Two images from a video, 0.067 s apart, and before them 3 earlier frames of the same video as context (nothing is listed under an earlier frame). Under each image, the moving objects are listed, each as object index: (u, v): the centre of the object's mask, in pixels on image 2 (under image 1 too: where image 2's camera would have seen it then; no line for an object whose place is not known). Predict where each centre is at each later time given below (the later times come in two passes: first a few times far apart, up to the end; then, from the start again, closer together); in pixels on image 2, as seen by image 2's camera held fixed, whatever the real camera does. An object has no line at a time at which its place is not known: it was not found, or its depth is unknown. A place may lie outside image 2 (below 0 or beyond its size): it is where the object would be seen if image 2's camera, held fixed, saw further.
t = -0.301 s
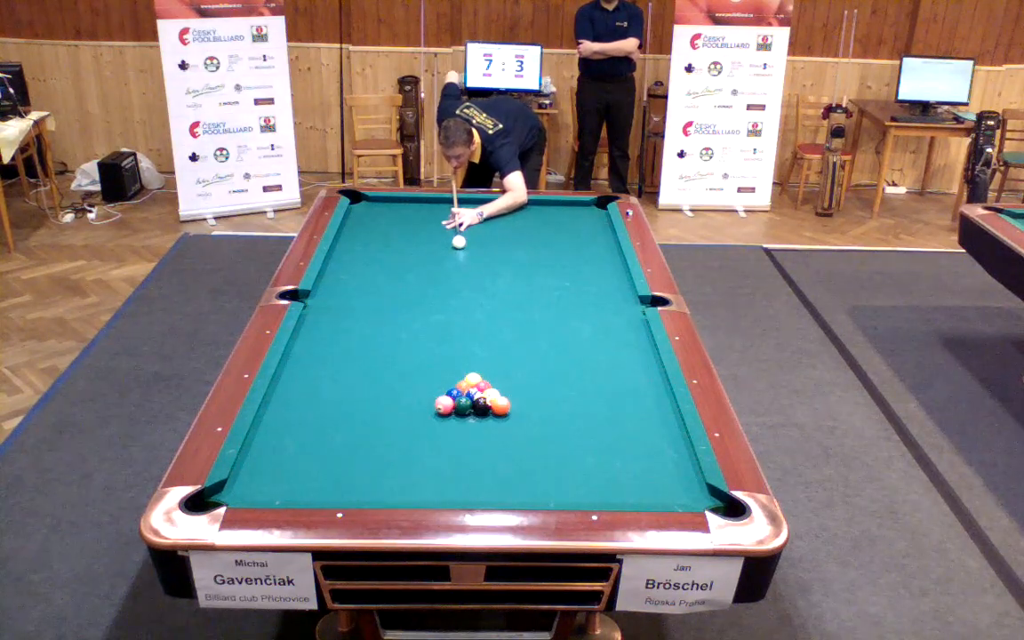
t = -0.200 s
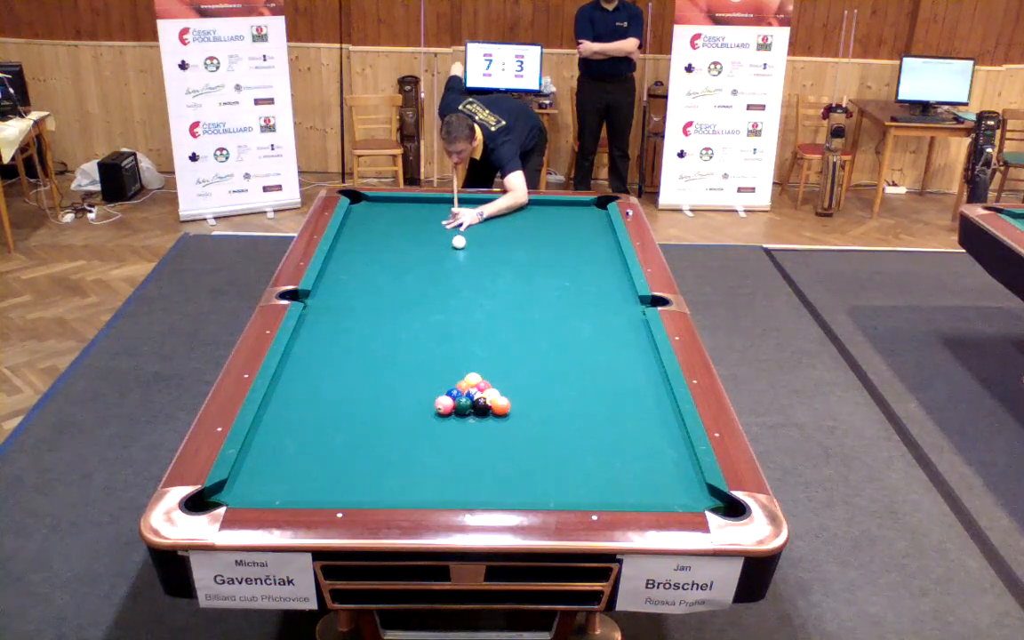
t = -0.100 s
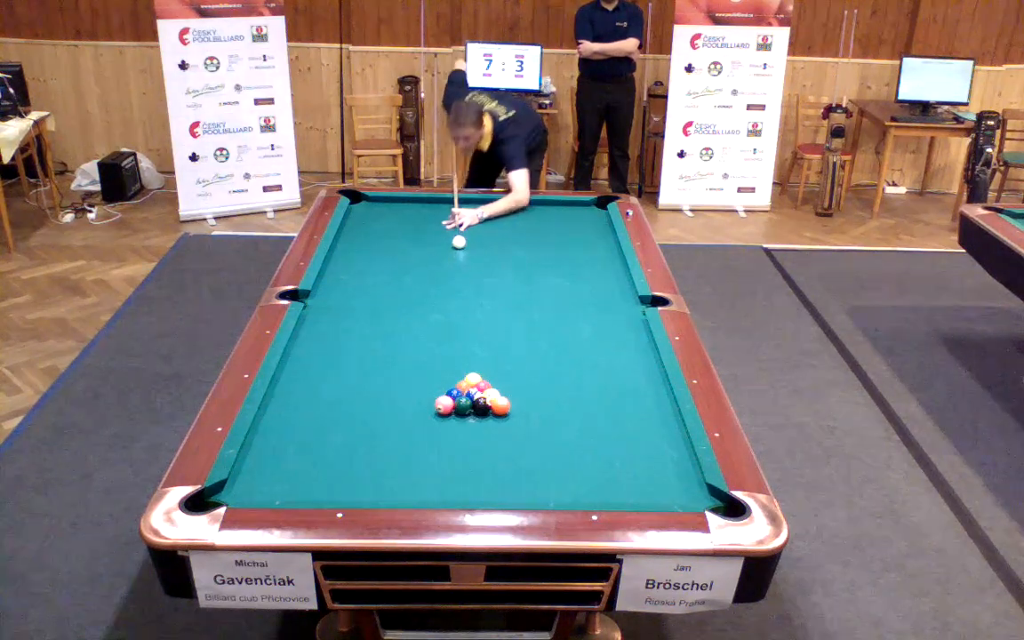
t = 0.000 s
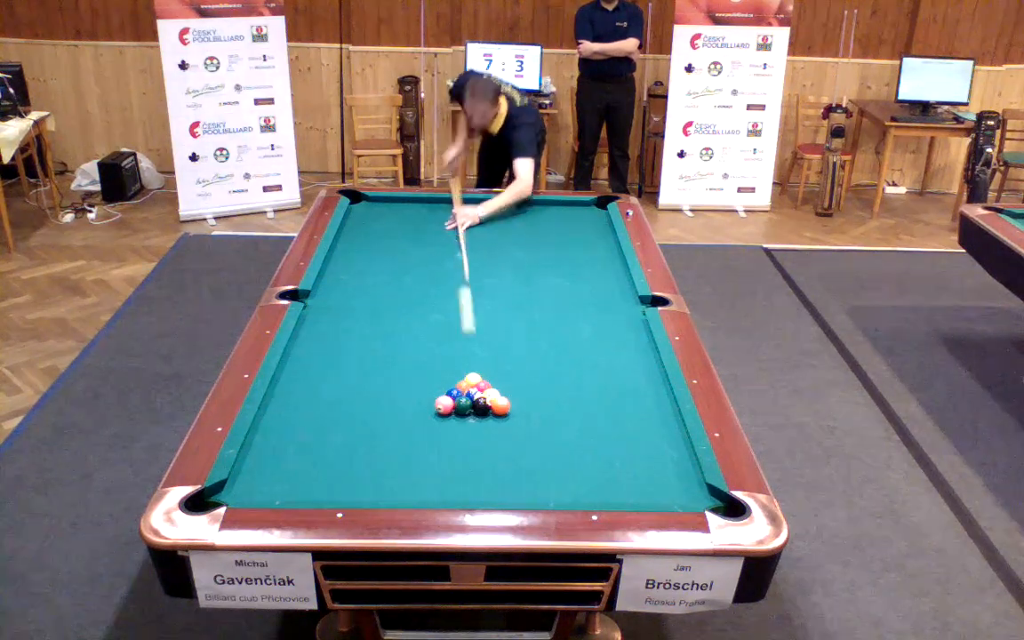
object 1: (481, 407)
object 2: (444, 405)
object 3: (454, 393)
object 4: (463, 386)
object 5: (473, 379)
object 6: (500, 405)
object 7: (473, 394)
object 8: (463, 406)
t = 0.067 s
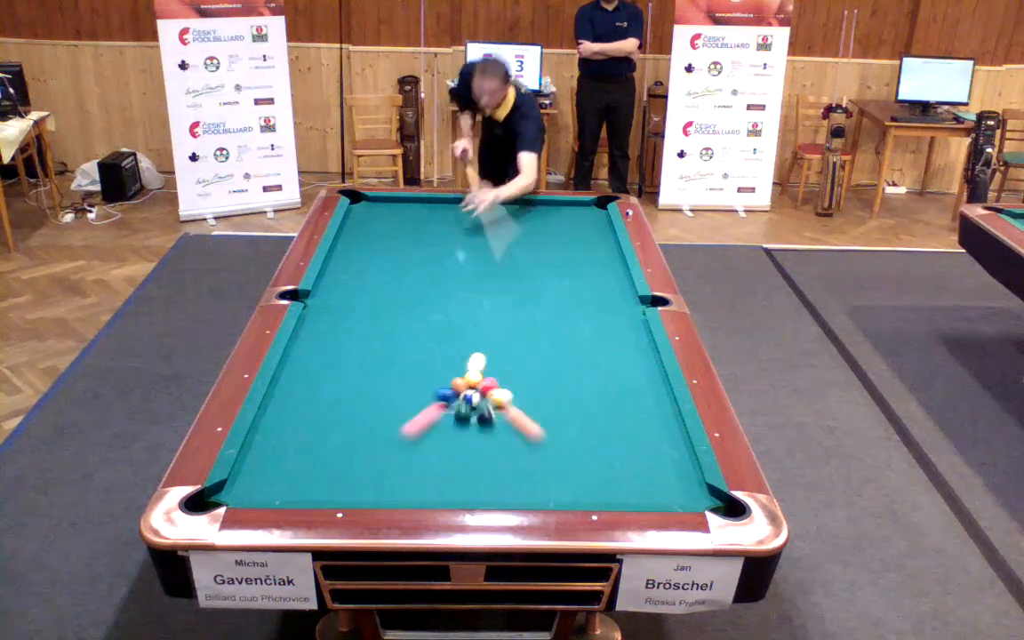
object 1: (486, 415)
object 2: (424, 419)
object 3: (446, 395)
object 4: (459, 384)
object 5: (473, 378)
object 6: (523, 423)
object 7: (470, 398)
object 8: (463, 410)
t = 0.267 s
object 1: (514, 488)
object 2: (293, 429)
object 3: (377, 393)
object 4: (431, 366)
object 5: (477, 370)
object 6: (650, 432)
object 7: (447, 411)
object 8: (461, 477)
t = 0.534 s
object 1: (525, 421)
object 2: (339, 340)
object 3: (301, 389)
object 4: (401, 343)
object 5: (482, 360)
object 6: (602, 341)
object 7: (419, 425)
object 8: (458, 455)
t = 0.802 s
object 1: (533, 373)
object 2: (403, 287)
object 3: (310, 381)
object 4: (375, 323)
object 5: (485, 352)
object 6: (543, 289)
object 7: (390, 440)
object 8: (455, 416)
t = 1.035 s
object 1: (539, 338)
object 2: (448, 251)
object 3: (345, 373)
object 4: (354, 307)
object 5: (488, 346)
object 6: (493, 259)
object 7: (364, 454)
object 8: (453, 387)
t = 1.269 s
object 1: (544, 308)
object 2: (484, 221)
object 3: (377, 366)
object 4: (335, 292)
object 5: (491, 340)
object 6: (451, 235)
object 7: (339, 467)
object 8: (452, 361)
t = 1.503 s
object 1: (549, 282)
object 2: (519, 205)
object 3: (408, 359)
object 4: (325, 280)
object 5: (493, 335)
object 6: (414, 214)
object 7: (313, 480)
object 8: (451, 339)
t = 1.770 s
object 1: (554, 256)
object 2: (580, 224)
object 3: (440, 352)
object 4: (342, 270)
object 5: (496, 330)
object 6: (370, 202)
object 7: (285, 491)
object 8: (449, 316)
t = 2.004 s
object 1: (557, 237)
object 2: (598, 239)
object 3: (466, 346)
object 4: (355, 261)
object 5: (498, 326)
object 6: (376, 215)
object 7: (272, 488)
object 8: (448, 298)
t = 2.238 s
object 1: (560, 219)
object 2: (572, 255)
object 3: (491, 340)
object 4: (367, 254)
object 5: (500, 322)
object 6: (399, 228)
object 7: (260, 481)
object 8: (447, 282)
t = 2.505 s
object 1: (564, 205)
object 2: (540, 274)
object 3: (517, 335)
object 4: (380, 247)
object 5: (502, 319)
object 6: (428, 245)
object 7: (249, 475)
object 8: (447, 266)
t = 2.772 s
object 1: (568, 214)
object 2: (506, 295)
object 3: (541, 330)
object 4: (391, 240)
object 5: (504, 316)
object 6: (451, 247)
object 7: (244, 470)
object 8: (452, 266)
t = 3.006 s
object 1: (570, 223)
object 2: (473, 315)
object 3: (561, 325)
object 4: (401, 234)
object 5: (506, 314)
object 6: (466, 242)
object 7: (250, 467)
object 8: (462, 275)
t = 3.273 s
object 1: (574, 232)
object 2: (432, 339)
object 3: (583, 321)
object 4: (411, 228)
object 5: (508, 313)
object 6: (483, 236)
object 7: (256, 463)
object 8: (471, 282)
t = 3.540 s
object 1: (578, 242)
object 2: (386, 366)
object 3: (602, 317)
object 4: (420, 223)
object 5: (508, 312)
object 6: (497, 232)
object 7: (260, 461)
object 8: (481, 290)
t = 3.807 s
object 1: (581, 253)
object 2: (337, 397)
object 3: (621, 313)
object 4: (427, 218)
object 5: (509, 311)
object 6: (511, 227)
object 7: (264, 459)
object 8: (491, 299)
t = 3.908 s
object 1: (582, 256)
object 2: (317, 409)
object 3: (627, 311)
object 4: (430, 216)
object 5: (509, 311)
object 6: (516, 226)
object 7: (264, 459)
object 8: (495, 303)
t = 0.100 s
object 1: (490, 429)
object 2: (389, 446)
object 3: (431, 396)
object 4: (453, 383)
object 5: (474, 377)
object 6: (555, 449)
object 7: (465, 401)
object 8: (462, 421)
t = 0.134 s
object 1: (495, 445)
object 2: (350, 476)
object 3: (419, 396)
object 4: (448, 379)
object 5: (474, 375)
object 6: (592, 479)
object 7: (462, 404)
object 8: (462, 433)
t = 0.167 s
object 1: (500, 460)
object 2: (321, 485)
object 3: (408, 395)
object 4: (443, 376)
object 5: (475, 374)
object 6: (620, 486)
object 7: (458, 405)
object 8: (462, 444)
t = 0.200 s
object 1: (505, 476)
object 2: (311, 465)
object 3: (396, 395)
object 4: (439, 373)
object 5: (475, 372)
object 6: (631, 467)
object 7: (455, 406)
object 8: (461, 454)
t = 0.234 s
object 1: (511, 489)
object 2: (301, 447)
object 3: (387, 393)
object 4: (435, 370)
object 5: (476, 371)
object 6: (641, 448)
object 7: (450, 408)
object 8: (461, 463)
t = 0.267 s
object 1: (514, 488)
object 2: (293, 429)
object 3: (377, 393)
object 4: (431, 366)
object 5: (477, 370)
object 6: (650, 432)
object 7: (447, 411)
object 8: (461, 477)
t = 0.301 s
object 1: (516, 479)
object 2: (286, 414)
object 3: (368, 393)
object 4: (427, 363)
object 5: (477, 369)
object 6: (659, 417)
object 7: (443, 413)
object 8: (460, 486)
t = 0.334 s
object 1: (517, 470)
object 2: (278, 399)
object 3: (358, 393)
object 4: (423, 360)
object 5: (478, 367)
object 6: (666, 402)
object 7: (440, 414)
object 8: (460, 492)
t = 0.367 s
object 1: (519, 459)
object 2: (278, 387)
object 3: (348, 393)
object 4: (420, 358)
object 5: (479, 366)
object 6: (657, 390)
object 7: (436, 417)
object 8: (459, 487)
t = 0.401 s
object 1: (520, 451)
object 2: (292, 376)
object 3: (339, 391)
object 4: (416, 354)
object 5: (479, 365)
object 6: (644, 379)
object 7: (433, 418)
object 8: (459, 479)
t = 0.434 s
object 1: (521, 443)
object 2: (305, 366)
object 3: (329, 391)
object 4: (412, 352)
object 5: (480, 364)
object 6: (633, 369)
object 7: (430, 420)
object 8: (458, 471)
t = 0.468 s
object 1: (522, 436)
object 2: (317, 357)
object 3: (319, 391)
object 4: (408, 349)
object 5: (480, 362)
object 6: (622, 359)
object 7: (427, 422)
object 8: (459, 466)
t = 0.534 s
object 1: (525, 421)
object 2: (339, 340)
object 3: (301, 389)
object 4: (401, 343)
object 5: (482, 360)
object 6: (602, 341)
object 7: (419, 425)
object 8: (458, 455)
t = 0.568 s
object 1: (526, 415)
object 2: (348, 333)
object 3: (290, 389)
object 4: (398, 341)
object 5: (482, 359)
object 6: (593, 334)
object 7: (415, 427)
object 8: (458, 450)
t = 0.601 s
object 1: (527, 408)
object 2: (357, 325)
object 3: (282, 388)
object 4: (395, 338)
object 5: (482, 358)
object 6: (585, 326)
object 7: (411, 428)
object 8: (457, 446)
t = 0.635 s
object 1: (528, 403)
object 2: (365, 318)
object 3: (280, 388)
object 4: (391, 336)
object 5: (483, 357)
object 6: (577, 319)
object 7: (408, 431)
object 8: (457, 441)
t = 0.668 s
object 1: (529, 396)
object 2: (373, 312)
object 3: (287, 386)
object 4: (388, 333)
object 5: (483, 356)
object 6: (570, 312)
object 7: (404, 434)
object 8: (456, 435)
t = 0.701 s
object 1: (530, 390)
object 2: (381, 305)
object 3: (293, 385)
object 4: (384, 331)
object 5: (484, 355)
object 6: (563, 306)
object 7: (401, 436)
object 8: (457, 431)
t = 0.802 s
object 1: (533, 373)
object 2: (403, 287)
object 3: (310, 381)
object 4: (375, 323)
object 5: (485, 352)
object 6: (543, 289)
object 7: (390, 440)
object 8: (455, 416)
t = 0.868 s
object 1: (535, 363)
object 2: (417, 276)
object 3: (320, 378)
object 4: (369, 318)
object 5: (486, 350)
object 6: (527, 278)
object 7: (384, 444)
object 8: (455, 408)
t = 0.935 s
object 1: (537, 353)
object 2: (430, 266)
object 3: (330, 377)
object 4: (363, 314)
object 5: (487, 348)
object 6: (514, 271)
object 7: (376, 447)
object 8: (454, 400)
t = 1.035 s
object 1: (539, 338)
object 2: (448, 251)
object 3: (345, 373)
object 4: (354, 307)
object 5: (488, 346)
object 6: (493, 259)
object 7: (364, 454)
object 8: (453, 387)
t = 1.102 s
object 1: (541, 329)
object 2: (459, 242)
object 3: (355, 371)
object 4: (348, 303)
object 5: (489, 344)
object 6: (481, 252)
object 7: (358, 457)
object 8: (453, 380)
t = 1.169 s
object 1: (542, 320)
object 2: (469, 233)
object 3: (364, 369)
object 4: (343, 299)
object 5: (490, 342)
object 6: (469, 245)
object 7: (350, 461)
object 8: (452, 373)
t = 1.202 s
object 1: (543, 315)
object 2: (474, 229)
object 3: (369, 368)
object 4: (340, 297)
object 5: (490, 341)
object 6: (462, 242)
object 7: (347, 462)
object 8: (452, 369)
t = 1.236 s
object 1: (544, 312)
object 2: (479, 225)
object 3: (373, 367)
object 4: (337, 294)
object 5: (490, 340)
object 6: (457, 238)
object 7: (343, 464)
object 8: (452, 365)
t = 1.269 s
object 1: (544, 308)
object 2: (484, 221)
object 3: (377, 366)
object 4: (335, 292)
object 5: (491, 340)
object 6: (451, 235)
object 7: (339, 467)
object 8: (452, 361)
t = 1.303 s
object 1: (545, 303)
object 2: (488, 217)
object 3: (382, 365)
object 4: (333, 290)
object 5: (491, 339)
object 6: (446, 232)
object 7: (337, 468)
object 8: (451, 359)
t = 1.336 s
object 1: (546, 300)
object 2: (493, 213)
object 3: (386, 364)
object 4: (330, 289)
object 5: (492, 338)
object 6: (440, 229)
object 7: (333, 469)
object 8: (451, 355)
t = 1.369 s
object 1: (546, 296)
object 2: (498, 210)
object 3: (391, 363)
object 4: (328, 287)
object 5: (492, 337)
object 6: (435, 226)
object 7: (329, 471)
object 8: (451, 352)
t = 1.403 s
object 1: (547, 292)
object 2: (502, 206)
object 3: (395, 362)
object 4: (325, 284)
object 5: (492, 337)
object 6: (429, 223)
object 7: (325, 472)
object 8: (451, 349)
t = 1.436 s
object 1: (548, 288)
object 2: (505, 203)
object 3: (400, 361)
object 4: (323, 283)
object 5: (492, 336)
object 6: (424, 220)
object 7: (321, 474)
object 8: (450, 346)
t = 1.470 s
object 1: (548, 285)
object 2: (511, 202)
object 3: (404, 360)
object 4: (323, 281)
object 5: (493, 335)
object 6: (419, 217)
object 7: (317, 477)
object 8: (451, 342)
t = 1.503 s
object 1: (549, 282)
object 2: (519, 205)
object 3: (408, 359)
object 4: (325, 280)
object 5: (493, 335)
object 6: (414, 214)
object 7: (313, 480)
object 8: (451, 339)
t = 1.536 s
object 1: (549, 278)
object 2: (526, 207)
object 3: (412, 358)
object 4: (328, 278)
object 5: (494, 334)
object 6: (409, 211)
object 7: (310, 482)
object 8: (450, 336)
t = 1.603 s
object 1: (551, 271)
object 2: (541, 213)
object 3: (420, 357)
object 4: (332, 276)
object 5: (494, 332)
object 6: (400, 205)
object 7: (303, 485)
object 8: (449, 330)
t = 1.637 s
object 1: (551, 268)
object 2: (549, 215)
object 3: (424, 355)
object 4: (334, 274)
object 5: (495, 332)
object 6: (395, 203)
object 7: (299, 486)
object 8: (449, 327)
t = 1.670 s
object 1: (552, 265)
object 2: (557, 218)
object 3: (428, 355)
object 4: (336, 273)
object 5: (495, 331)
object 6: (391, 200)
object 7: (296, 488)
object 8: (449, 325)
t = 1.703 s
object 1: (553, 262)
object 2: (565, 220)
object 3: (432, 354)
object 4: (338, 272)
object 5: (495, 331)
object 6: (385, 199)
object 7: (292, 489)
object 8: (449, 322)
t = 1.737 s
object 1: (553, 259)
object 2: (572, 222)
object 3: (436, 353)
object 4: (340, 271)
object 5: (496, 330)
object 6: (378, 200)
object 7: (288, 490)
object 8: (449, 318)
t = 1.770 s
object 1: (554, 256)
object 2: (580, 224)
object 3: (440, 352)
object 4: (342, 270)
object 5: (496, 330)
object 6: (370, 202)
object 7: (285, 491)
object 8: (449, 316)
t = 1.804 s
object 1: (554, 253)
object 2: (587, 226)
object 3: (444, 351)
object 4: (344, 269)
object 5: (496, 329)
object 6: (362, 203)
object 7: (284, 491)
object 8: (449, 314)
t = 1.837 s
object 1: (555, 251)
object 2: (596, 228)
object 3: (448, 350)
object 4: (346, 267)
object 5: (496, 328)
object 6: (355, 206)
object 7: (282, 490)
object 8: (449, 311)
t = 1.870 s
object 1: (555, 247)
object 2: (604, 231)
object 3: (452, 349)
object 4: (348, 266)
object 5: (497, 328)
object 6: (359, 207)
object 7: (279, 490)
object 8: (448, 308)
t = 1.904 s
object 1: (556, 245)
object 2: (609, 233)
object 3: (455, 348)
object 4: (349, 265)
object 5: (497, 327)
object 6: (363, 209)
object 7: (277, 489)
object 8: (448, 306)
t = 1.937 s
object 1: (556, 241)
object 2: (606, 235)
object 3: (459, 348)
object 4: (351, 264)
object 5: (497, 327)
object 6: (368, 212)
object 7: (275, 489)
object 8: (448, 304)
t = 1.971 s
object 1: (557, 239)
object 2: (601, 237)
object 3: (462, 347)
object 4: (353, 263)
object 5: (498, 326)
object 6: (372, 214)
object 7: (273, 488)
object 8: (448, 301)
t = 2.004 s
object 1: (557, 237)
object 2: (598, 239)
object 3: (466, 346)
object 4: (355, 261)
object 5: (498, 326)
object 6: (376, 215)
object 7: (272, 488)
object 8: (448, 298)
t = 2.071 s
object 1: (558, 231)
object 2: (590, 244)
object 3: (474, 344)
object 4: (359, 260)
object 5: (499, 324)
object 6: (383, 219)
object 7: (269, 486)
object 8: (447, 294)
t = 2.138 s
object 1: (559, 226)
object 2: (583, 248)
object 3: (480, 342)
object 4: (362, 258)
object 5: (499, 324)
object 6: (389, 223)
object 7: (265, 483)
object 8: (447, 289)
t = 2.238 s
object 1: (560, 219)
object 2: (572, 255)
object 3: (491, 340)
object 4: (367, 254)
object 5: (500, 322)
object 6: (399, 228)
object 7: (260, 481)
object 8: (447, 282)
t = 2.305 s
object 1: (561, 215)
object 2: (564, 259)
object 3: (498, 339)
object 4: (370, 252)
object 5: (501, 321)
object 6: (407, 232)
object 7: (257, 480)
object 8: (447, 278)
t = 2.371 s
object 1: (562, 209)
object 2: (556, 264)
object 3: (504, 337)
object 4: (374, 250)
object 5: (501, 320)
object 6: (413, 236)
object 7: (255, 479)
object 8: (446, 274)
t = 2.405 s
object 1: (562, 208)
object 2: (553, 266)
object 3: (508, 337)
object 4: (375, 250)
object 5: (501, 320)
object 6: (418, 238)
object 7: (253, 478)
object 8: (446, 272)
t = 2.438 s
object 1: (563, 206)
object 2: (548, 269)
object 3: (511, 336)
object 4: (377, 249)
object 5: (502, 320)
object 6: (421, 240)
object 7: (252, 477)
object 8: (446, 270)
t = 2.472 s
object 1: (564, 204)
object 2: (544, 271)
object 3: (514, 336)
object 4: (378, 248)
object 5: (502, 319)
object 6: (425, 242)
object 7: (251, 476)
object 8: (446, 269)
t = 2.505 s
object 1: (564, 205)
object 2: (540, 274)
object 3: (517, 335)
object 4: (380, 247)
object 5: (502, 319)
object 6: (428, 245)
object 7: (249, 475)
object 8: (447, 266)
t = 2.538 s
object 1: (564, 206)
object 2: (536, 276)
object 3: (521, 335)
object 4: (381, 246)
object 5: (503, 318)
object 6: (432, 247)
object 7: (248, 475)
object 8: (446, 264)
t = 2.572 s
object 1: (565, 207)
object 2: (532, 279)
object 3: (524, 334)
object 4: (383, 245)
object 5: (503, 318)
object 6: (436, 249)
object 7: (246, 474)
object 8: (446, 262)
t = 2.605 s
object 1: (565, 208)
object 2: (528, 281)
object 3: (527, 333)
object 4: (384, 244)
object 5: (503, 318)
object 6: (439, 250)
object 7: (245, 473)
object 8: (446, 261)
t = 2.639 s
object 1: (566, 209)
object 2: (523, 284)
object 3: (529, 332)
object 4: (386, 243)
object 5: (503, 318)
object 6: (442, 250)
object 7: (244, 472)
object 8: (446, 259)
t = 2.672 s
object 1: (566, 211)
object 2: (519, 287)
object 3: (533, 331)
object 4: (387, 242)
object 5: (503, 317)
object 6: (445, 250)
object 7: (242, 471)
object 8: (447, 260)
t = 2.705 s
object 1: (567, 212)
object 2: (515, 289)
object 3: (536, 331)
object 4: (389, 242)
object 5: (504, 317)
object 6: (447, 249)
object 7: (242, 471)
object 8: (449, 262)
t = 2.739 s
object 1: (567, 213)
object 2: (510, 292)
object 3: (539, 331)
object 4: (390, 240)
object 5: (504, 316)
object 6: (449, 248)
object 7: (243, 471)
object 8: (451, 263)
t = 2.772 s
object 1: (568, 214)
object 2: (506, 295)
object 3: (541, 330)
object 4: (391, 240)
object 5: (504, 316)
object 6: (451, 247)
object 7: (244, 470)
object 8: (452, 266)
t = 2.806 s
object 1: (568, 215)
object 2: (501, 297)
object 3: (545, 329)
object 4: (393, 239)
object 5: (504, 316)
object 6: (453, 246)
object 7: (245, 470)
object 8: (454, 267)
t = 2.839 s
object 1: (569, 217)
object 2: (496, 300)
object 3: (547, 328)
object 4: (394, 238)
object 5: (505, 316)
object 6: (456, 245)
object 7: (246, 469)
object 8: (455, 268)
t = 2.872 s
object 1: (569, 218)
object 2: (492, 303)
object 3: (550, 328)
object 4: (396, 237)
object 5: (505, 315)
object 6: (458, 244)
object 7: (247, 469)
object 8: (456, 270)
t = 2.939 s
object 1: (570, 220)
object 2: (483, 309)
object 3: (556, 327)
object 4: (398, 236)
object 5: (505, 315)
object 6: (462, 243)
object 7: (249, 467)
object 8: (459, 273)
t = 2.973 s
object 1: (570, 221)
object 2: (478, 311)
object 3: (559, 326)
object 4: (400, 235)
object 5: (506, 315)
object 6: (464, 242)
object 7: (250, 467)
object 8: (460, 274)
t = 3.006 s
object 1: (570, 223)
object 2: (473, 315)
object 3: (561, 325)
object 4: (401, 234)
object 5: (506, 314)
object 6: (466, 242)
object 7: (250, 467)
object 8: (462, 275)
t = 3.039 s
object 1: (571, 224)
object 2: (468, 317)
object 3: (564, 325)
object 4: (402, 233)
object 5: (506, 314)
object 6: (468, 241)
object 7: (251, 466)
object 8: (463, 275)
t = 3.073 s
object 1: (571, 225)
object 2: (463, 320)
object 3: (567, 324)
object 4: (404, 233)
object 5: (507, 314)
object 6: (470, 240)
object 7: (252, 465)
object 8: (464, 276)
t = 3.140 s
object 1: (572, 227)
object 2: (453, 327)
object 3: (572, 323)
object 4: (406, 231)
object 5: (507, 314)
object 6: (475, 239)
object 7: (254, 465)
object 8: (466, 279)
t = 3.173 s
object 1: (573, 229)
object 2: (448, 329)
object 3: (575, 322)
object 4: (407, 231)
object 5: (507, 313)
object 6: (476, 238)
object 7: (254, 464)
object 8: (468, 280)
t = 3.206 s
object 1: (573, 230)
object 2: (443, 333)
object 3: (578, 322)
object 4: (408, 230)
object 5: (508, 313)
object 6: (479, 238)
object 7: (255, 464)
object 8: (469, 281)
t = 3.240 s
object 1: (573, 231)
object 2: (437, 336)
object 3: (580, 321)
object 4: (409, 229)
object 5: (508, 313)
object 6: (481, 237)
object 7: (256, 463)
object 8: (470, 282)
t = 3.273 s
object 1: (574, 232)
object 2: (432, 339)
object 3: (583, 321)
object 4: (411, 228)
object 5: (508, 313)
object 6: (483, 236)
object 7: (256, 463)
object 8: (471, 282)
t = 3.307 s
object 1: (575, 233)
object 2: (427, 342)
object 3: (585, 320)
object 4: (412, 228)
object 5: (508, 313)
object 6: (484, 236)
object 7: (257, 463)
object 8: (473, 284)
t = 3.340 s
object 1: (575, 235)
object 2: (421, 346)
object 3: (588, 320)
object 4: (413, 227)
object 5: (508, 313)
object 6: (486, 235)
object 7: (257, 462)
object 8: (474, 285)
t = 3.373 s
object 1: (576, 236)
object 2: (416, 349)
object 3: (590, 319)
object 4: (414, 226)
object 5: (508, 312)
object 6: (488, 235)
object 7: (258, 462)
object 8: (475, 287)
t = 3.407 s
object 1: (576, 237)
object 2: (410, 352)
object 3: (592, 318)
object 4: (415, 225)
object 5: (508, 312)
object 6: (490, 234)
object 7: (259, 462)
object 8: (476, 287)
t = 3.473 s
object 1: (577, 239)
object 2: (398, 359)
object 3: (597, 317)
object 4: (418, 224)
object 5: (508, 312)
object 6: (494, 233)
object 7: (260, 461)
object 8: (479, 289)
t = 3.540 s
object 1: (578, 242)
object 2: (386, 366)
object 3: (602, 317)
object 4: (420, 223)
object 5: (508, 312)
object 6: (497, 232)
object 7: (260, 461)
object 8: (481, 290)
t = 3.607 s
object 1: (578, 245)
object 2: (375, 374)
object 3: (607, 315)
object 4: (421, 221)
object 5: (509, 312)
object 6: (501, 231)
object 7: (262, 461)
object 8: (484, 293)
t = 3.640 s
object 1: (579, 246)
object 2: (368, 377)
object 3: (609, 315)
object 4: (422, 221)
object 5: (509, 312)
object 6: (503, 230)
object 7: (262, 460)
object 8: (485, 295)
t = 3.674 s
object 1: (580, 247)
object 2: (362, 381)
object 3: (611, 315)
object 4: (423, 220)
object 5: (509, 311)
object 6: (505, 230)
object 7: (262, 460)
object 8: (486, 296)
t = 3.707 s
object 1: (580, 248)
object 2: (356, 385)
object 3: (613, 314)
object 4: (424, 220)
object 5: (509, 311)
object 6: (506, 229)
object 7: (263, 460)
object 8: (488, 297)
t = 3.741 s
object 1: (580, 250)
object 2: (350, 389)
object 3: (616, 314)
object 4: (425, 219)
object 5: (509, 311)
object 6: (508, 228)
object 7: (263, 460)
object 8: (489, 298)
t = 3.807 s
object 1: (581, 253)
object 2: (337, 397)
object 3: (621, 313)
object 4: (427, 218)
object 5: (509, 311)
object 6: (511, 227)
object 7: (264, 459)
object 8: (491, 299)
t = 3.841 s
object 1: (581, 254)
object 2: (330, 401)
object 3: (623, 312)
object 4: (428, 217)
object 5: (509, 311)
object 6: (513, 227)
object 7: (264, 459)
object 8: (493, 300)
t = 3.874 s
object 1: (582, 255)
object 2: (323, 405)
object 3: (625, 312)
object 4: (429, 217)
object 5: (509, 311)
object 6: (515, 226)
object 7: (264, 459)
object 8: (494, 301)
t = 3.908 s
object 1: (582, 256)
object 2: (317, 409)
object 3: (627, 311)
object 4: (430, 216)
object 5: (509, 311)
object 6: (516, 226)
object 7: (264, 459)
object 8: (495, 303)
